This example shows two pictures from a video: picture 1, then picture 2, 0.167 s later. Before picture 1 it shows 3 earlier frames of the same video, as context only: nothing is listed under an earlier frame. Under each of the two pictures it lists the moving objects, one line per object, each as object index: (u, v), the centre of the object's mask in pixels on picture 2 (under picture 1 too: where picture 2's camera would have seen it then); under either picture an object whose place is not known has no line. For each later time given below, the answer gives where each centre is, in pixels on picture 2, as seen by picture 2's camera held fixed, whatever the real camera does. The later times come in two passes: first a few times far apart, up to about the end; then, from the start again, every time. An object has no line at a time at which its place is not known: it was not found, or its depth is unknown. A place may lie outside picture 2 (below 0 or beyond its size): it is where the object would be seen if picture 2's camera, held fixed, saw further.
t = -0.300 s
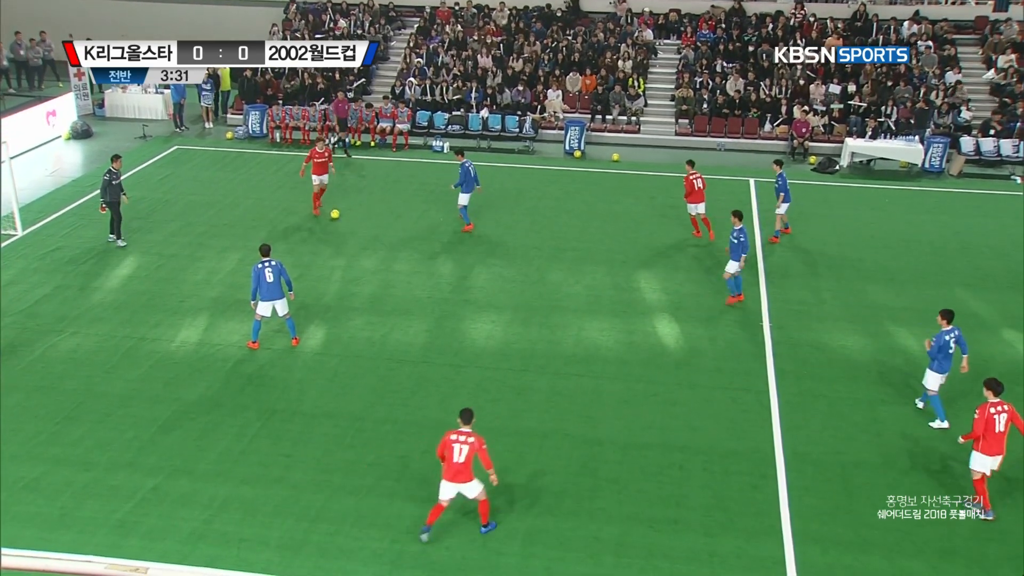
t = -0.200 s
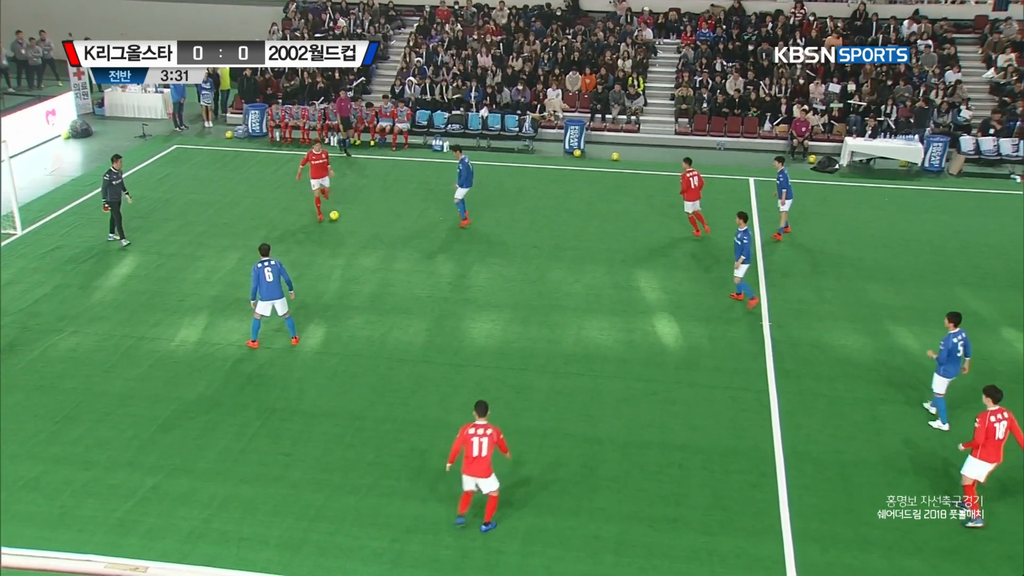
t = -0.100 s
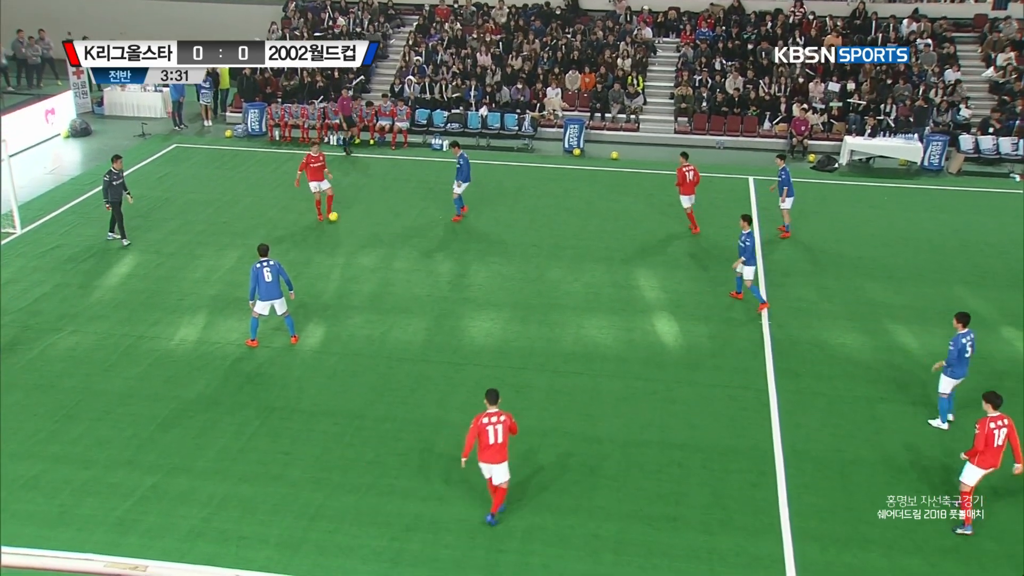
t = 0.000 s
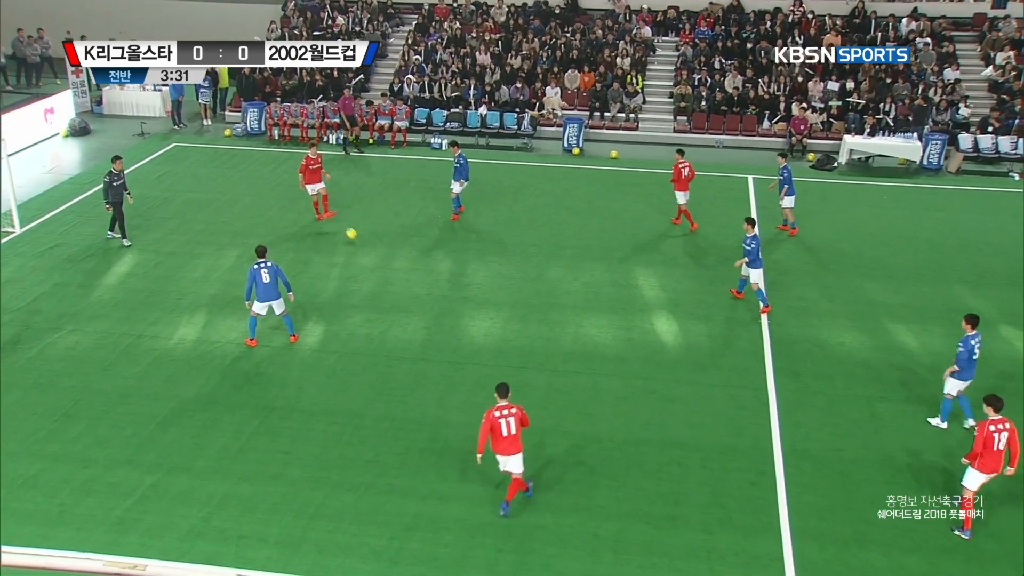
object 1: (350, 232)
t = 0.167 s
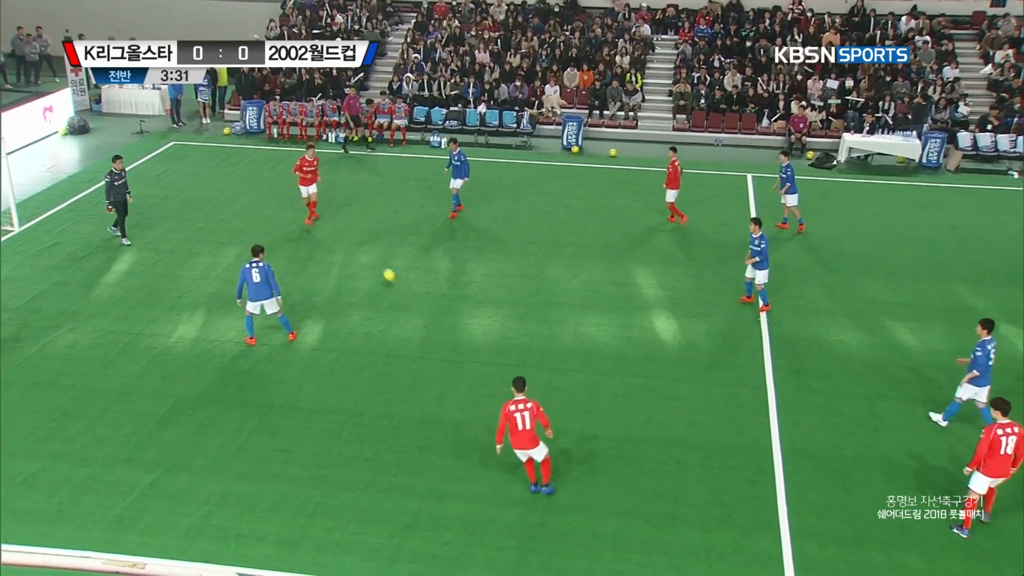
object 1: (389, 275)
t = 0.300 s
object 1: (422, 312)
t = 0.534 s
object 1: (483, 379)
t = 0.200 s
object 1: (397, 283)
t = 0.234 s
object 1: (405, 293)
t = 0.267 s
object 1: (413, 303)
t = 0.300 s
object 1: (422, 312)
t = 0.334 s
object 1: (430, 320)
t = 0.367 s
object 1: (438, 329)
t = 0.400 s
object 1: (447, 339)
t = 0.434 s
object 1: (456, 350)
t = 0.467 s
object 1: (465, 360)
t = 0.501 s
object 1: (474, 369)
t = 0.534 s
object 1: (483, 379)
